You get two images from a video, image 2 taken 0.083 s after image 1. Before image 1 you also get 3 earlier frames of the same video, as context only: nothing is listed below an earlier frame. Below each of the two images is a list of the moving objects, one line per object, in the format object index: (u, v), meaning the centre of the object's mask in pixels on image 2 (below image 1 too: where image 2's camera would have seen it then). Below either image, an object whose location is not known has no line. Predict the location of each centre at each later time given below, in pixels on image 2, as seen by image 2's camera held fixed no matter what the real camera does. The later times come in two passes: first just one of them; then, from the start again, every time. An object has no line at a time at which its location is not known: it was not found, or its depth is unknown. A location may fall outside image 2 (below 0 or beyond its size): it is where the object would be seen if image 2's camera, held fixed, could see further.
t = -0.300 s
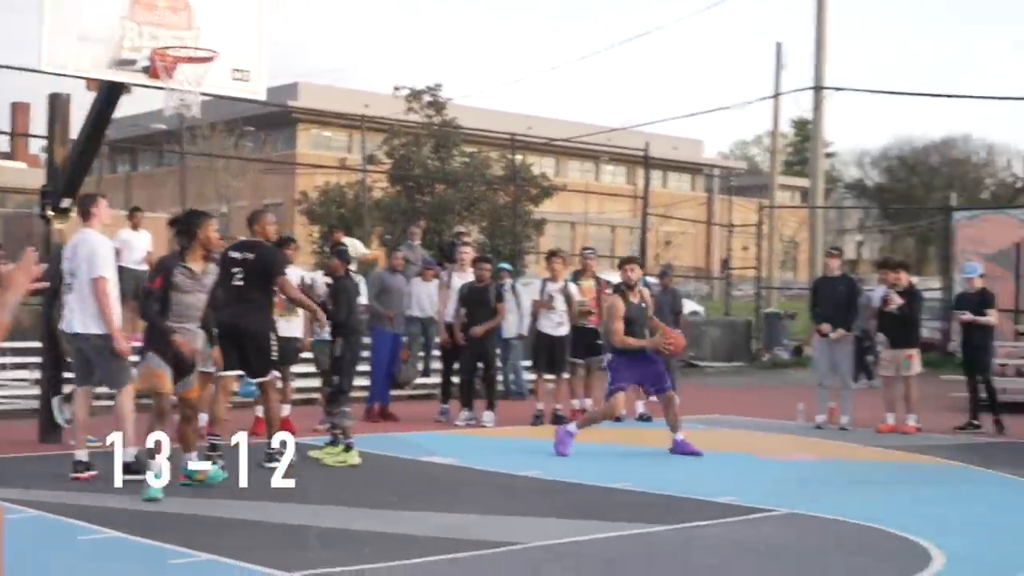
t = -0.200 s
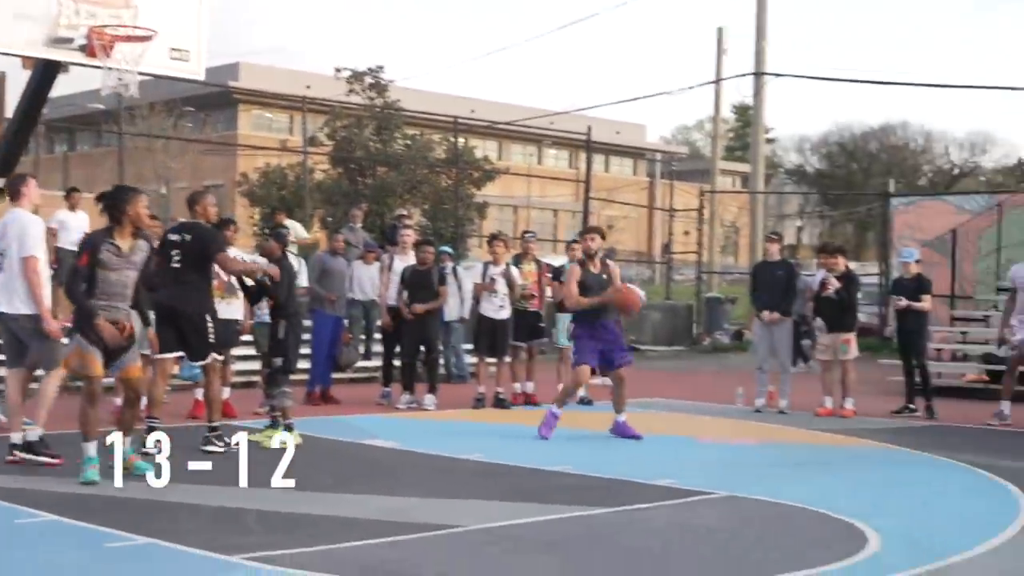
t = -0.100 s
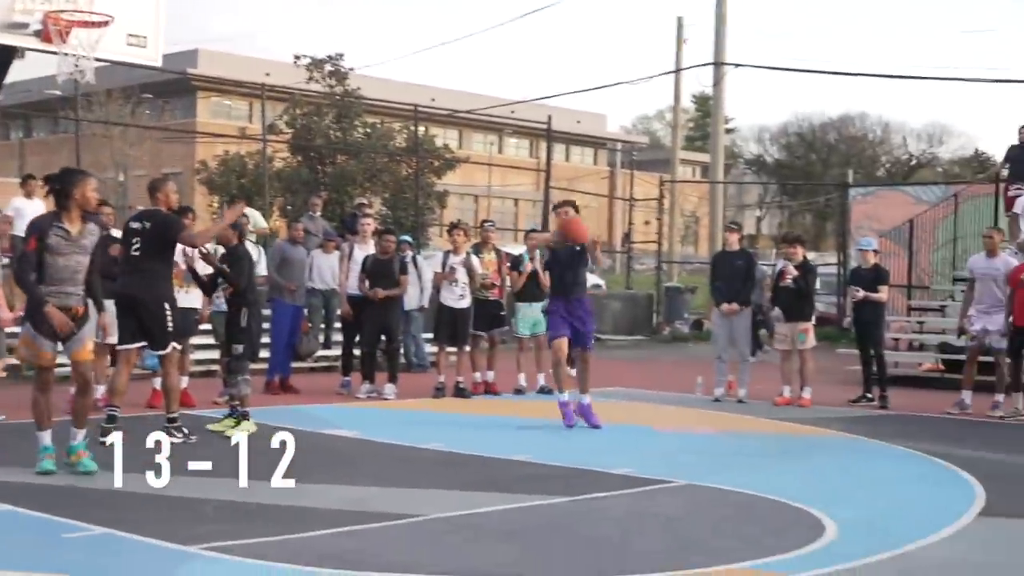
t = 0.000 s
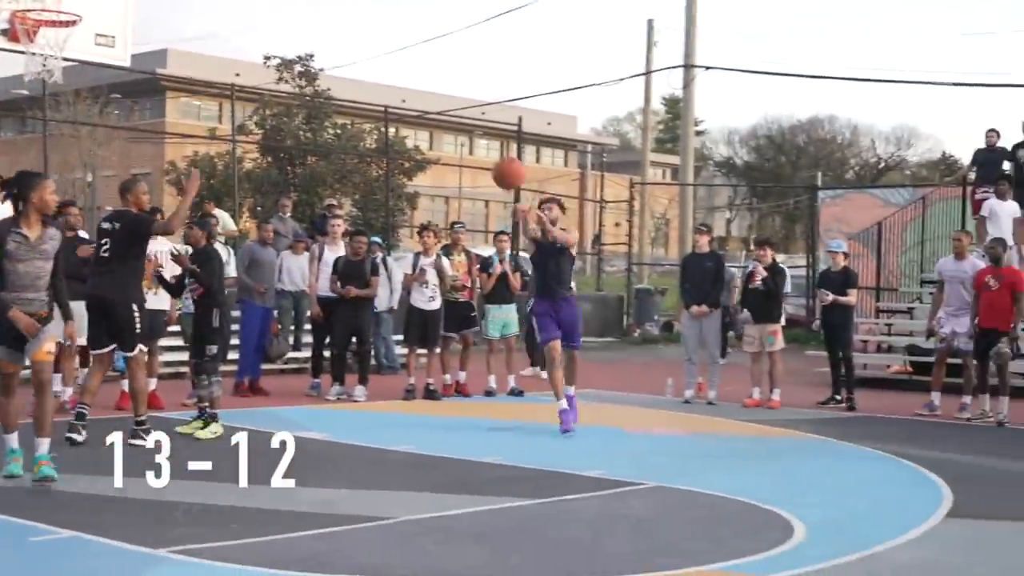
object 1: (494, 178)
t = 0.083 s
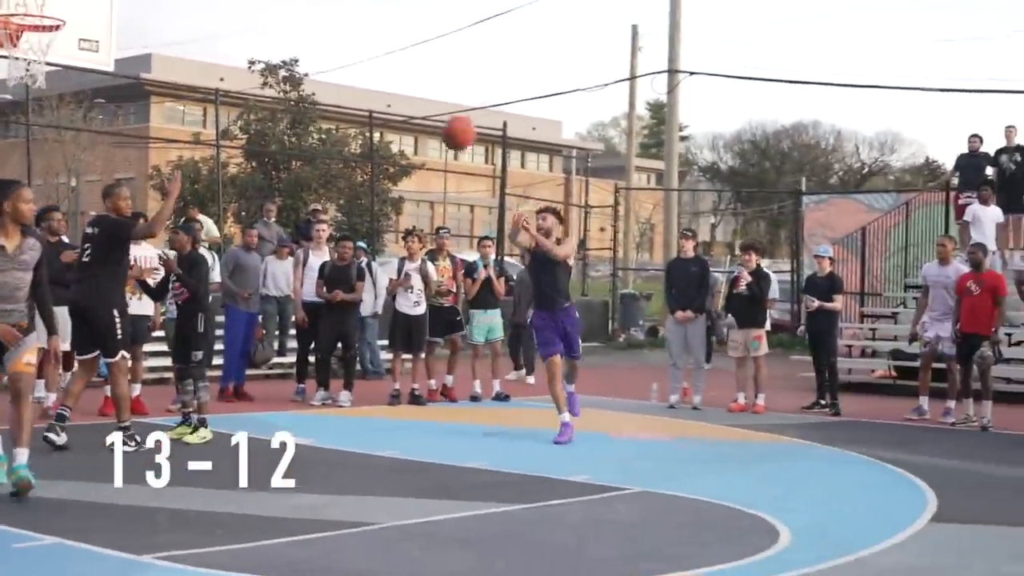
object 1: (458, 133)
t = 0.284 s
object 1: (348, 40)
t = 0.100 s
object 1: (452, 124)
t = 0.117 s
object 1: (443, 116)
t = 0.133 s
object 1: (435, 108)
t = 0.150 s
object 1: (427, 100)
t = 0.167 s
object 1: (418, 91)
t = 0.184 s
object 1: (409, 84)
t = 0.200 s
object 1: (400, 76)
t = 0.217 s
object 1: (390, 68)
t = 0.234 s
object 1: (381, 61)
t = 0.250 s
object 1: (370, 54)
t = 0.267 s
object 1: (359, 47)
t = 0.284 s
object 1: (348, 40)
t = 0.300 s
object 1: (336, 34)
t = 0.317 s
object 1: (325, 28)
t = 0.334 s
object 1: (313, 22)
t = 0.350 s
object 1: (299, 17)
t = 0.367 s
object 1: (286, 12)
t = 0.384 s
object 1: (272, 7)
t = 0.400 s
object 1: (258, 2)
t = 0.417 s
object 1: (242, -2)
